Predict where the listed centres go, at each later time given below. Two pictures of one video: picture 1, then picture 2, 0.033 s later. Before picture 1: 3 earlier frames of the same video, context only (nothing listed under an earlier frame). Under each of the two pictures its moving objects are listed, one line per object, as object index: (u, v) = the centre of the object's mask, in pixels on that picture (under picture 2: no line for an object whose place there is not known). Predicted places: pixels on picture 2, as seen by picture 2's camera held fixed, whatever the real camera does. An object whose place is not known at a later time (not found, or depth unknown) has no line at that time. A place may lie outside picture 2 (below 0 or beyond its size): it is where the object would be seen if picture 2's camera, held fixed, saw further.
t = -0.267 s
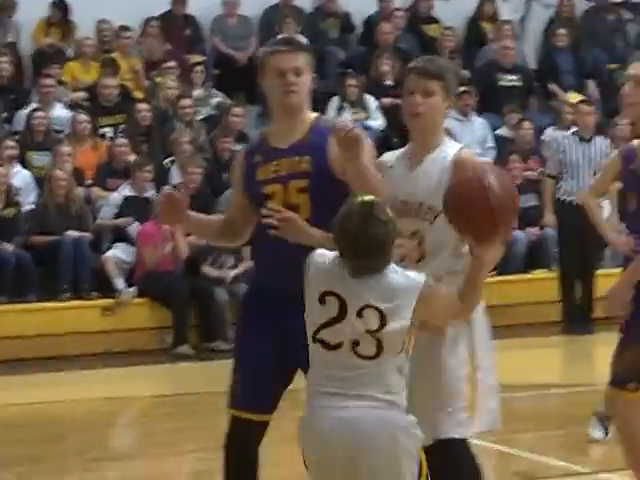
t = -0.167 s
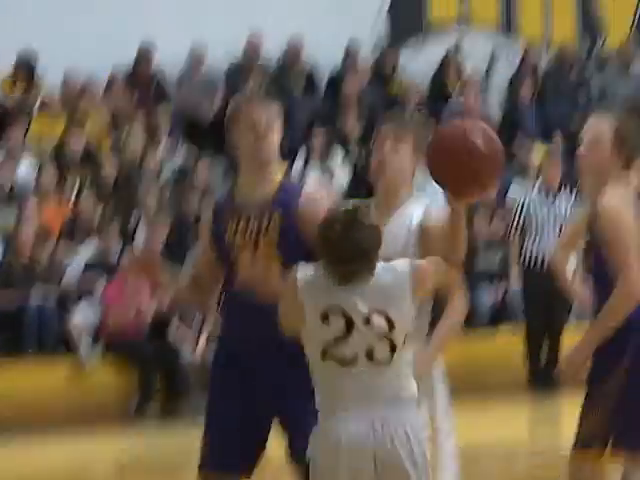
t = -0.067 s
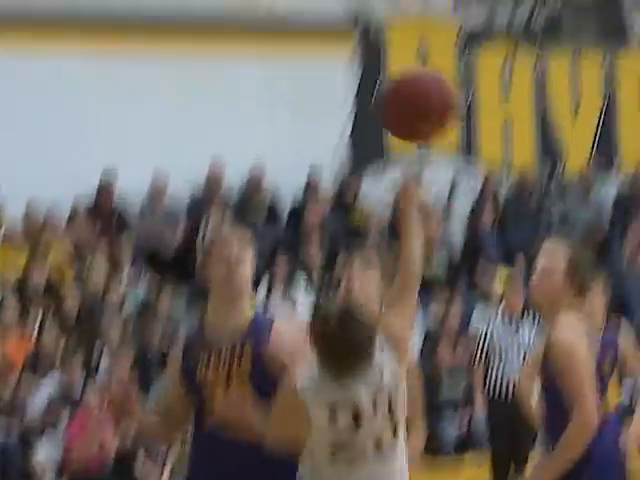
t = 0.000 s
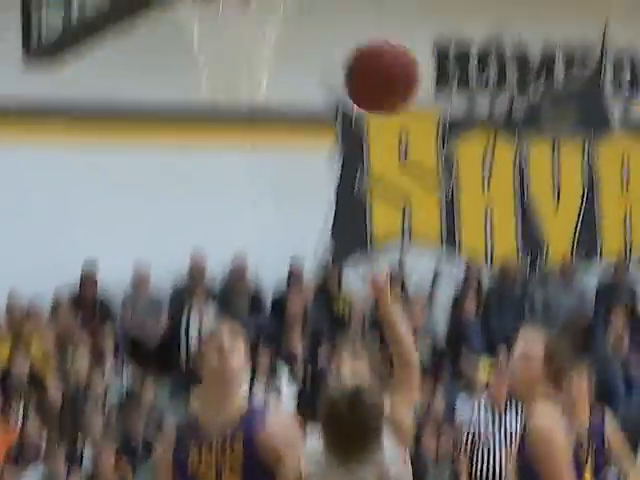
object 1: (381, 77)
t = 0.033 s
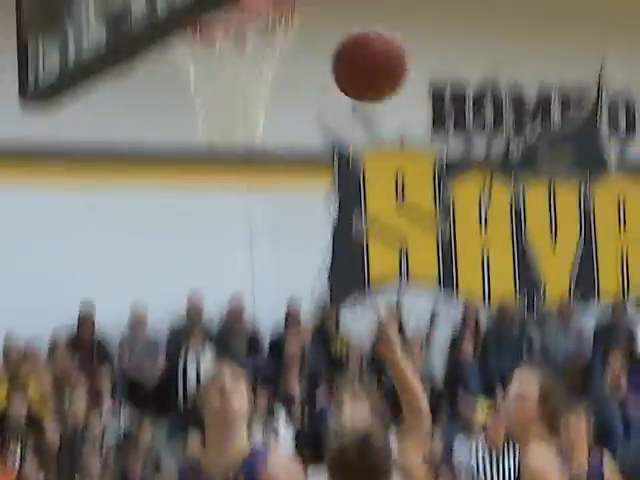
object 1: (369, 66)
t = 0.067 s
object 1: (361, 16)
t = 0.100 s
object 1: (353, -31)
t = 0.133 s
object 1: (345, -74)
